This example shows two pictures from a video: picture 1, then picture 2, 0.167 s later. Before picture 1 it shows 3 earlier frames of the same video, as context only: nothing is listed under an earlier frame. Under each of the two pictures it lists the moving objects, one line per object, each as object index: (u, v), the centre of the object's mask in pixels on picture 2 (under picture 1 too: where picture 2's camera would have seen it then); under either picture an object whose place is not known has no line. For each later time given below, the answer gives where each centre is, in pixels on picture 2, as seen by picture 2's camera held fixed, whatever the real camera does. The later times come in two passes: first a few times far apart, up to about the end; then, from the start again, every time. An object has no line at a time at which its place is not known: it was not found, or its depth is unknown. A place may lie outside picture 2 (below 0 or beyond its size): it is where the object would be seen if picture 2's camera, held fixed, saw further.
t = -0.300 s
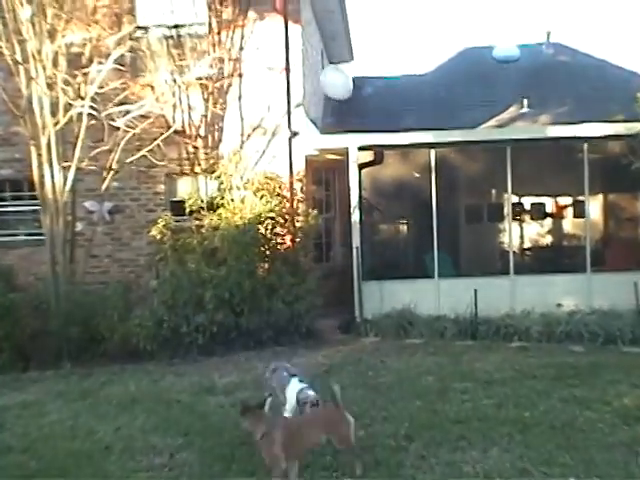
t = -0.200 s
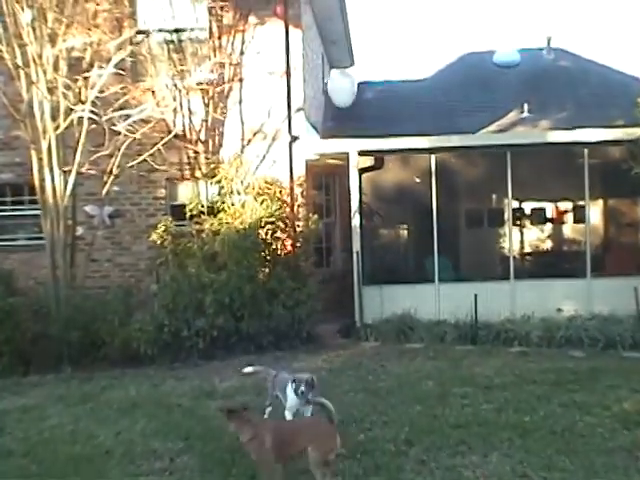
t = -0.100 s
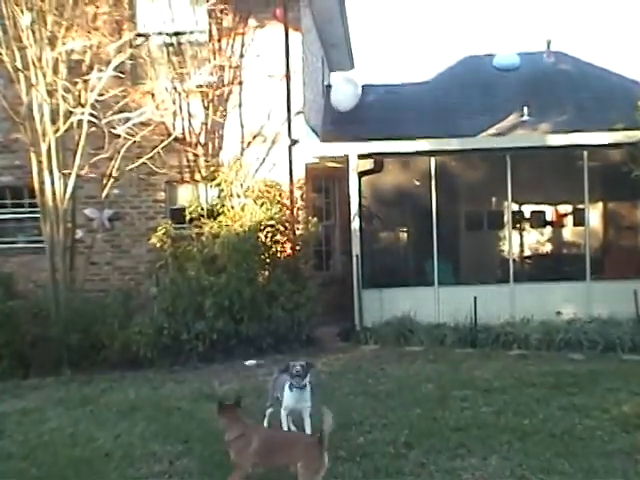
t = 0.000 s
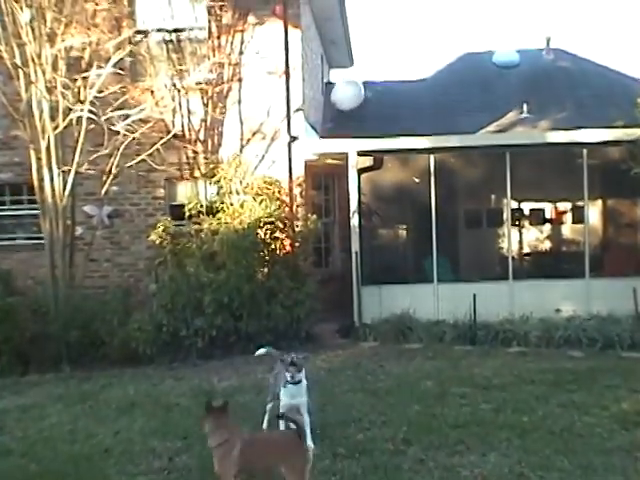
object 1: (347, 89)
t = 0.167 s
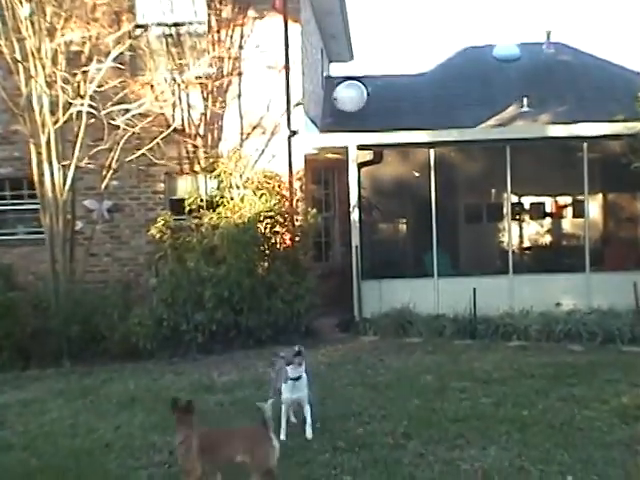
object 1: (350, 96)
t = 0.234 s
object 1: (350, 100)
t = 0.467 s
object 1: (351, 115)
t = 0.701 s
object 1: (348, 139)
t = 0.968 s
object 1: (343, 171)
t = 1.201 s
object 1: (341, 196)
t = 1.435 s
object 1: (344, 218)
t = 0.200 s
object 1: (350, 98)
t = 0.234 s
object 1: (350, 100)
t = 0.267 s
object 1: (351, 102)
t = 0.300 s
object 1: (351, 104)
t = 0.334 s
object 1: (351, 106)
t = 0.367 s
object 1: (351, 108)
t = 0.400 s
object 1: (351, 111)
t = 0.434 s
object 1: (351, 113)
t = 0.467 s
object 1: (351, 115)
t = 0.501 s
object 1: (350, 118)
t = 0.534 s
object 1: (350, 121)
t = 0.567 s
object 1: (350, 124)
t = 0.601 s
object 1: (349, 127)
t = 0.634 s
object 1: (349, 131)
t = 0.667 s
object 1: (348, 135)
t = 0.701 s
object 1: (348, 139)
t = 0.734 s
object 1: (347, 143)
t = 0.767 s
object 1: (347, 147)
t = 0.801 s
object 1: (346, 152)
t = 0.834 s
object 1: (345, 156)
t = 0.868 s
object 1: (345, 160)
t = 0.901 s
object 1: (345, 163)
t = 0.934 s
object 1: (344, 167)
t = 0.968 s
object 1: (343, 171)
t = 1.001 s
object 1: (342, 175)
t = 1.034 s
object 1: (342, 178)
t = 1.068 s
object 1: (341, 182)
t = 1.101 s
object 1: (341, 185)
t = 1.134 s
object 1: (341, 189)
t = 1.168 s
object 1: (341, 192)
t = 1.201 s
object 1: (341, 196)
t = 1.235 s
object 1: (341, 199)
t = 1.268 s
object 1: (341, 202)
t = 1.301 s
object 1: (342, 205)
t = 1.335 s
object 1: (342, 208)
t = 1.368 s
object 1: (343, 211)
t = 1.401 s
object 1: (343, 215)
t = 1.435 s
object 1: (344, 218)
